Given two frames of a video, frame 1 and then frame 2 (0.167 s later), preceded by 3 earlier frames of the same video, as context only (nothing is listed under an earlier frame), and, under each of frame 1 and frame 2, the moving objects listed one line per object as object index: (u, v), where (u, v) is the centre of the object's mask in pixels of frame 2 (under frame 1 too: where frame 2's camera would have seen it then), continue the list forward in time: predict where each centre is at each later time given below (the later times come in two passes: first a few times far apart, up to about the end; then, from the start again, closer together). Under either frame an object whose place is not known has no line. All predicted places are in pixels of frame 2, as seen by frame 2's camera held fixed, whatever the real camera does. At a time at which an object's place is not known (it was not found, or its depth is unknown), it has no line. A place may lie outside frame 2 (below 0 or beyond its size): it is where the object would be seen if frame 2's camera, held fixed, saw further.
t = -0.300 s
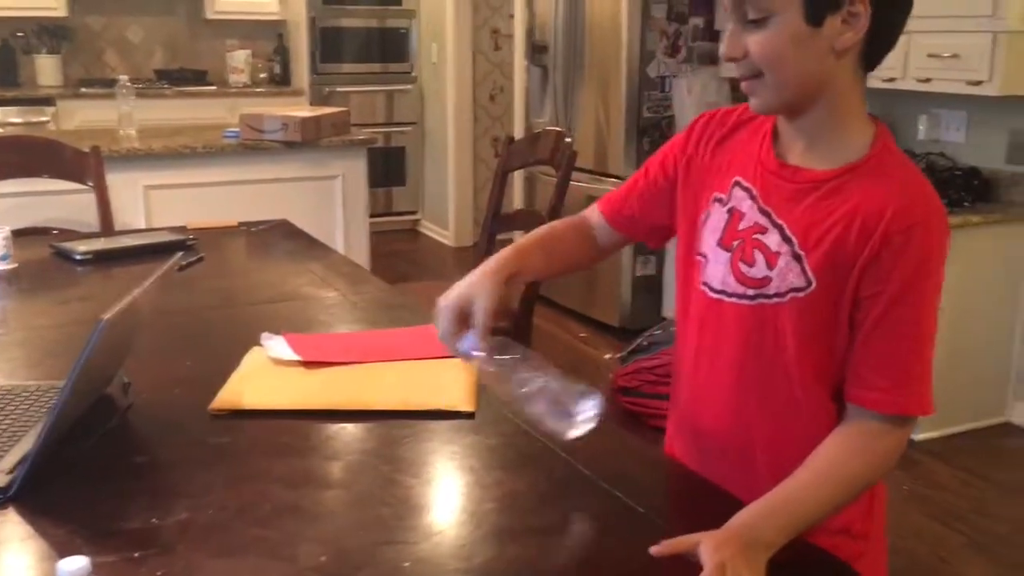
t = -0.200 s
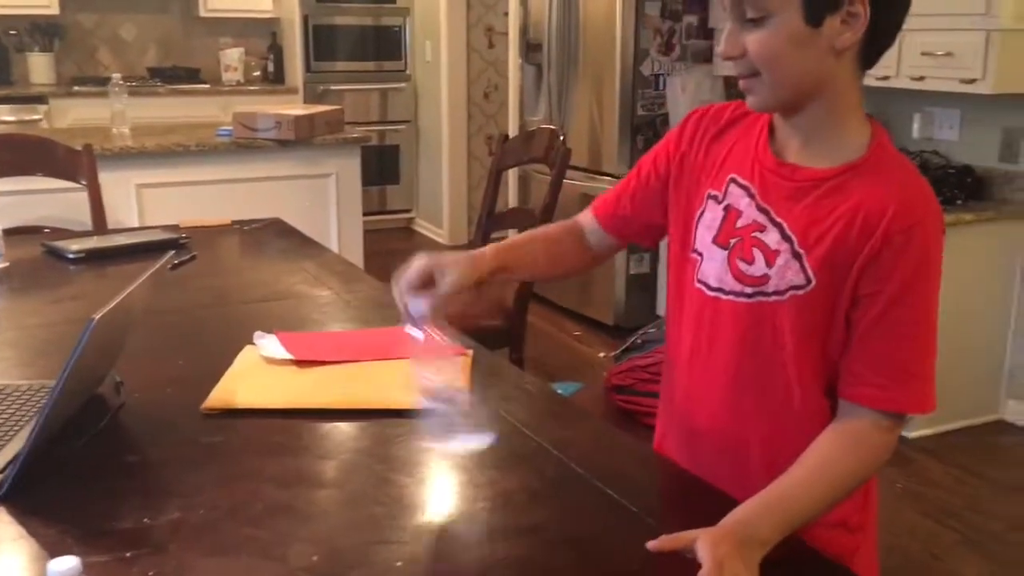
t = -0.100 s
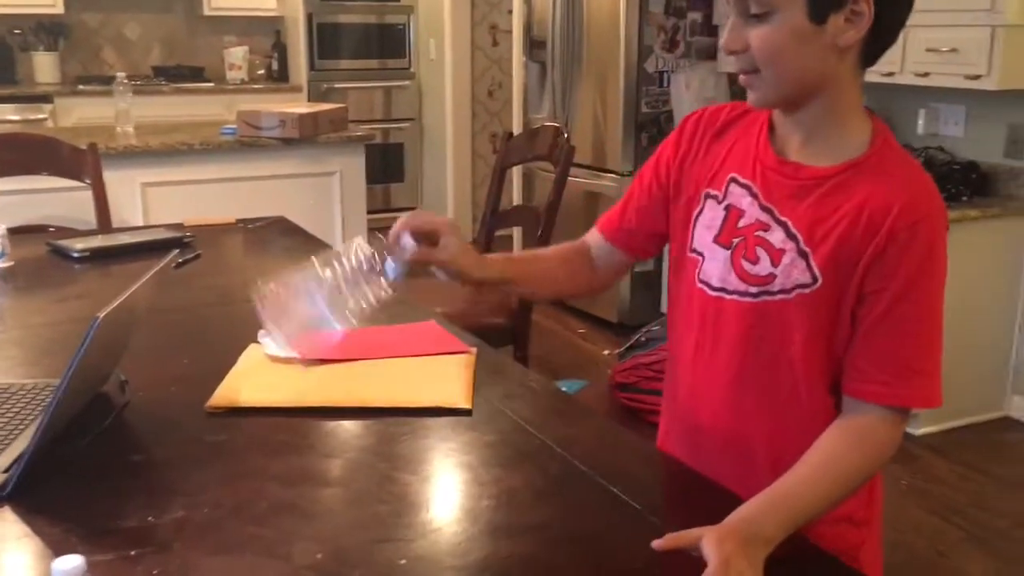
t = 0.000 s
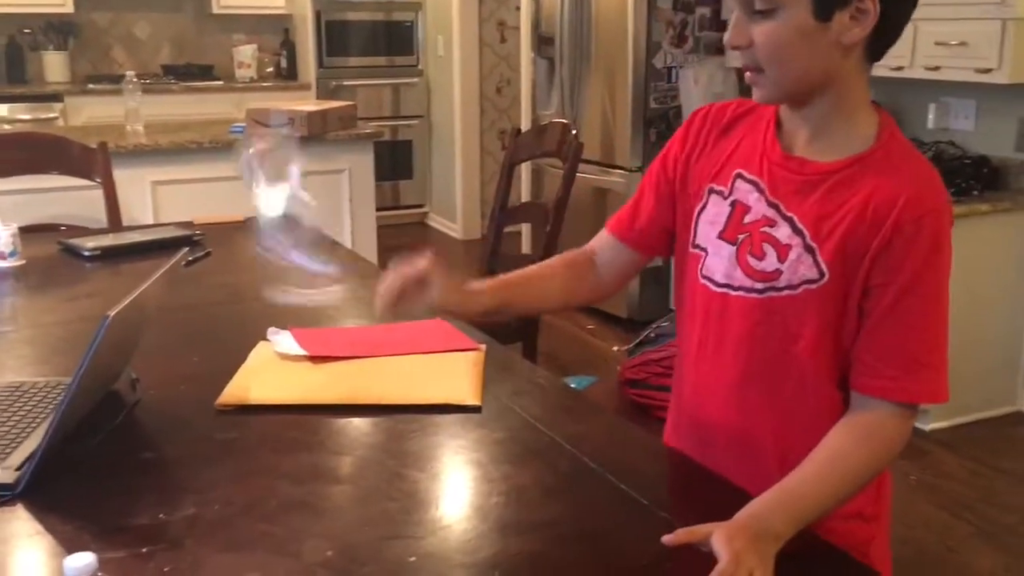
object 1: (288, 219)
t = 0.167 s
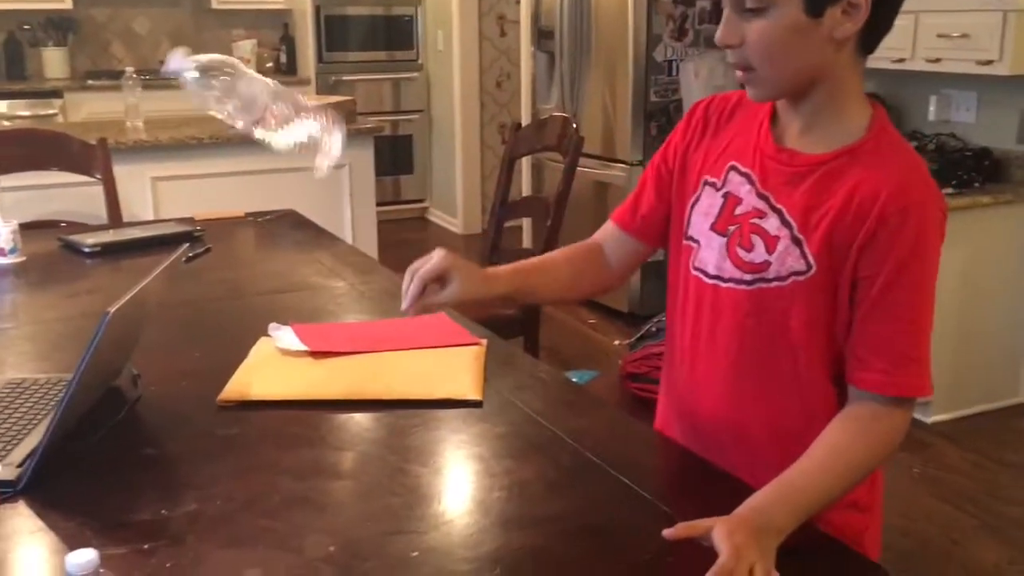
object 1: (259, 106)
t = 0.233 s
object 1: (279, 153)
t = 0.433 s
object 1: (337, 411)
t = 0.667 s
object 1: (400, 441)
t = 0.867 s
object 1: (403, 440)
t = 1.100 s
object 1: (405, 441)
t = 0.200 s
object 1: (270, 124)
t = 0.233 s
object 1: (279, 153)
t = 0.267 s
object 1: (291, 195)
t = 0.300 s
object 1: (301, 243)
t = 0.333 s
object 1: (311, 305)
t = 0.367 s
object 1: (320, 367)
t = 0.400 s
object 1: (331, 415)
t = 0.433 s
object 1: (337, 411)
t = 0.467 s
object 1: (343, 410)
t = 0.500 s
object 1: (350, 410)
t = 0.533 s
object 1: (359, 411)
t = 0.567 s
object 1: (371, 413)
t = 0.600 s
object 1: (384, 417)
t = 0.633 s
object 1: (392, 432)
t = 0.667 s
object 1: (400, 441)
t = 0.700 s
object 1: (403, 441)
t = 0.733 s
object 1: (402, 441)
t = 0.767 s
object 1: (403, 440)
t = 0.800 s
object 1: (402, 440)
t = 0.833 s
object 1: (402, 440)
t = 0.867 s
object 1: (403, 440)
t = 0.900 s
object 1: (403, 441)
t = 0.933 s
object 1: (403, 440)
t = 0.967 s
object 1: (403, 441)
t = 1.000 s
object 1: (404, 441)
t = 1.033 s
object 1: (404, 442)
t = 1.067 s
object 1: (405, 441)
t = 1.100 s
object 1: (405, 441)
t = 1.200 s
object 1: (408, 443)
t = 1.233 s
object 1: (406, 441)
